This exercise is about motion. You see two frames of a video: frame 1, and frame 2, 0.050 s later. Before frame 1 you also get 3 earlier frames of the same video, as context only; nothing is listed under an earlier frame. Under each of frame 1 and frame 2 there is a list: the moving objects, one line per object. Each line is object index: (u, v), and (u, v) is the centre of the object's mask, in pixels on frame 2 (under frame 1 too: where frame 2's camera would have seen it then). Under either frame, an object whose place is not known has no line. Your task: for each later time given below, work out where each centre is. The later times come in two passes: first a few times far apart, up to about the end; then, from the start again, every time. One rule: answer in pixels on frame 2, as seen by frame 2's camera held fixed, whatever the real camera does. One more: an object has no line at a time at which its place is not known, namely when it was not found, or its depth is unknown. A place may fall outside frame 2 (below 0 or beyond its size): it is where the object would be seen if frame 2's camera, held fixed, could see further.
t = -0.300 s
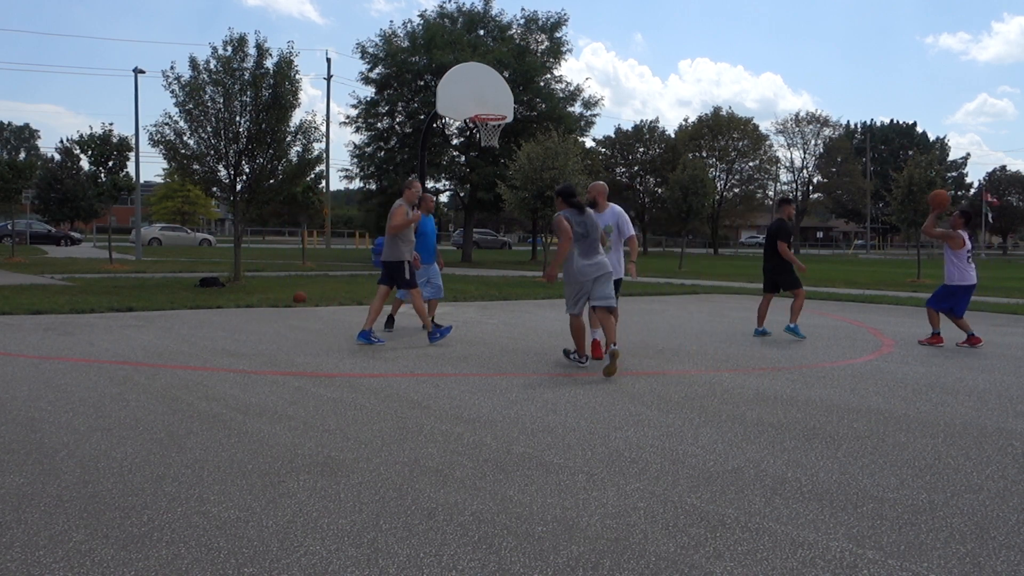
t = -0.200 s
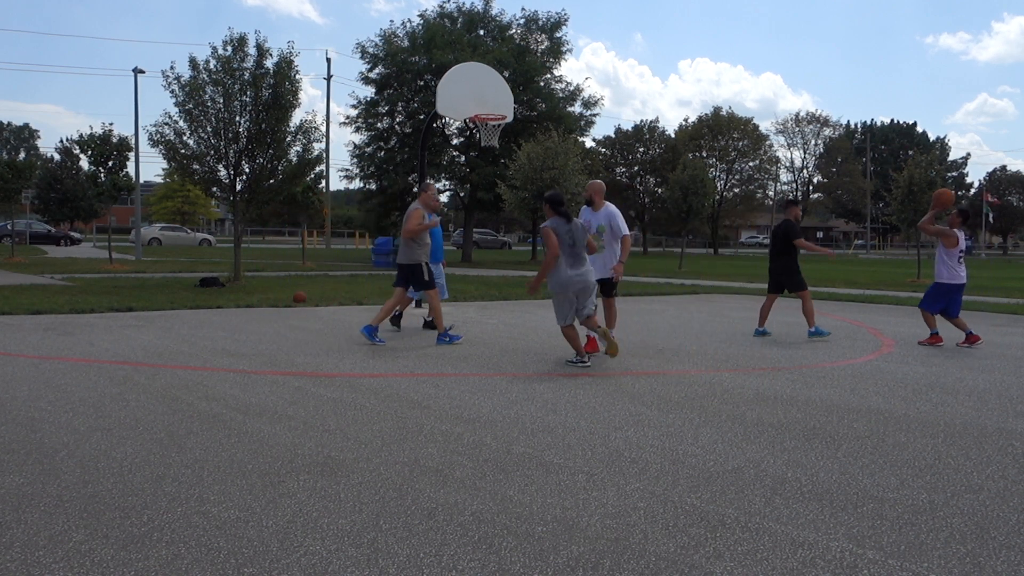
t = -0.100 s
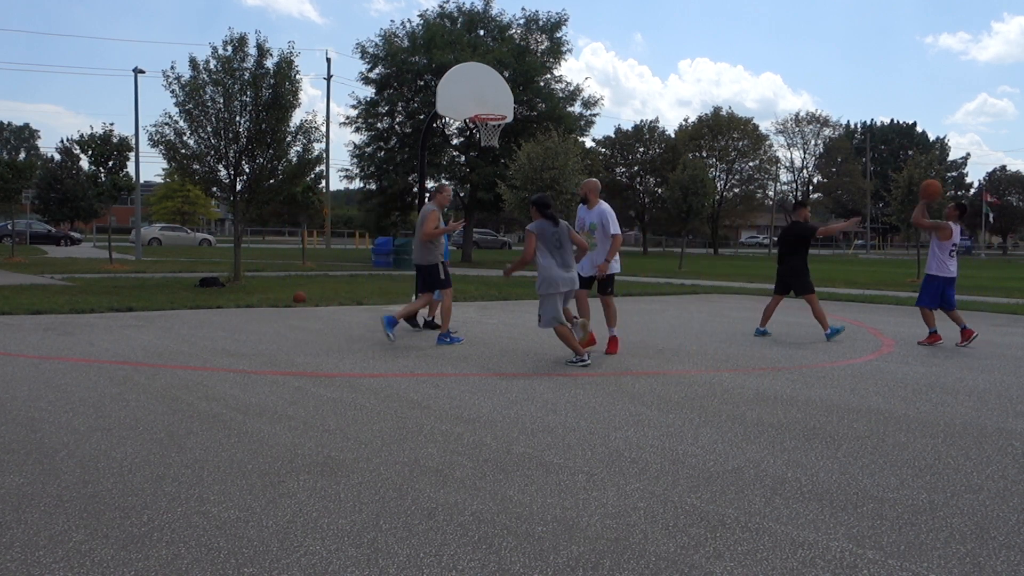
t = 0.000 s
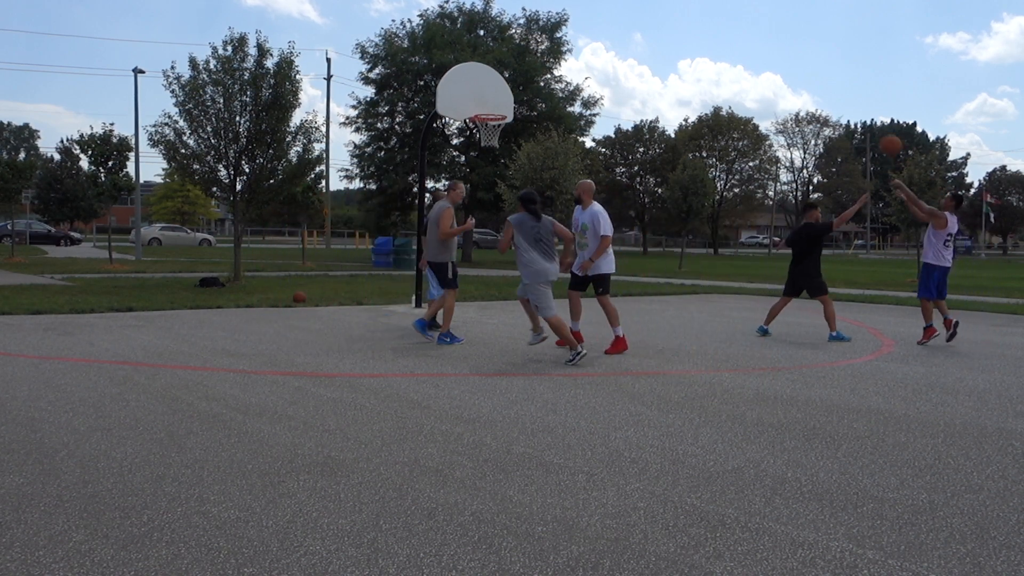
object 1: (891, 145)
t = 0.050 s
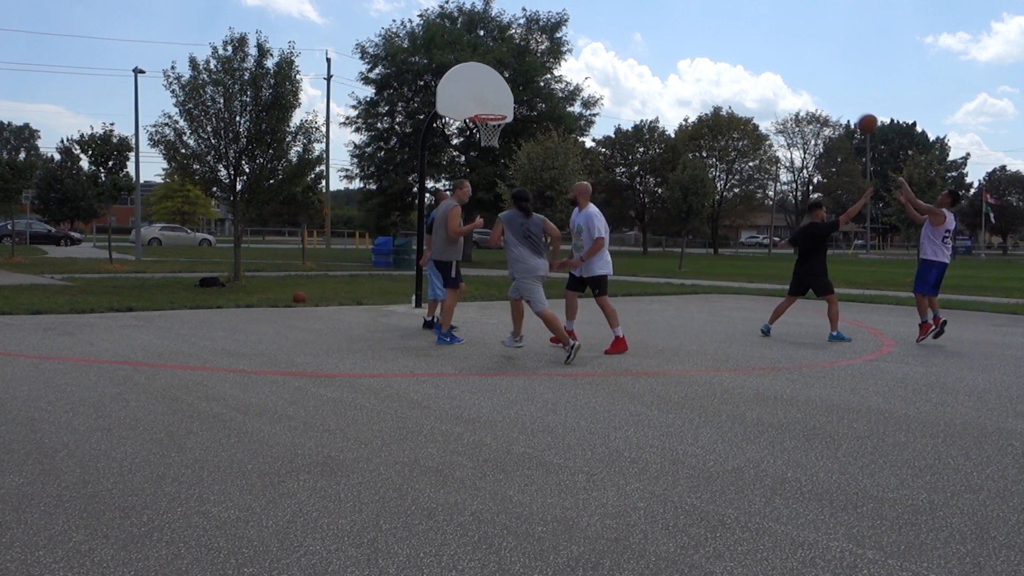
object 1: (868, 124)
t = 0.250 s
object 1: (780, 57)
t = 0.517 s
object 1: (673, 21)
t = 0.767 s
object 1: (584, 34)
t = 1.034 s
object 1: (496, 93)
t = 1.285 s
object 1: (521, 77)
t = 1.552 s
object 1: (581, 70)
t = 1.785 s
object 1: (632, 103)
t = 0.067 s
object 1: (860, 116)
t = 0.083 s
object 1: (852, 110)
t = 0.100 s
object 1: (845, 103)
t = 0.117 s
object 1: (837, 97)
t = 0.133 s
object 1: (830, 91)
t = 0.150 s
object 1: (823, 85)
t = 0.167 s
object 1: (815, 80)
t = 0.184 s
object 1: (808, 75)
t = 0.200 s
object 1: (801, 70)
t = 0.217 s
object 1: (794, 65)
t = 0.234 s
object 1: (787, 61)
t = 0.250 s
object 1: (780, 57)
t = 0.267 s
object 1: (773, 53)
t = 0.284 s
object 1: (766, 49)
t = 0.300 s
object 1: (759, 46)
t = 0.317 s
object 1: (752, 42)
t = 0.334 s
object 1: (746, 39)
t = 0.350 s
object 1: (739, 36)
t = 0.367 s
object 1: (732, 34)
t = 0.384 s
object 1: (725, 32)
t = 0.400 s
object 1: (719, 29)
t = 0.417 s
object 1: (712, 28)
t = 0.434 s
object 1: (706, 26)
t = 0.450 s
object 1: (699, 25)
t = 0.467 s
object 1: (693, 23)
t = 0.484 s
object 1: (686, 22)
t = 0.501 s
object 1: (680, 21)
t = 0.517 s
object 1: (673, 21)
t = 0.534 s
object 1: (667, 20)
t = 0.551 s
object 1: (661, 20)
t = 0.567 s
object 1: (655, 20)
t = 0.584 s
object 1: (649, 20)
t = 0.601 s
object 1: (643, 20)
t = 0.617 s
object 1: (636, 21)
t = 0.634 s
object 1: (630, 22)
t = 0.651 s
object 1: (624, 23)
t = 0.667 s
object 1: (619, 24)
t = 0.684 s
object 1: (613, 25)
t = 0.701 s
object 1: (607, 27)
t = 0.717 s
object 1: (601, 28)
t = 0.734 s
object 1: (595, 30)
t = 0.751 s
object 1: (590, 32)
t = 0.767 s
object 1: (584, 34)
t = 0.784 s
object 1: (578, 37)
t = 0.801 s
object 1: (572, 39)
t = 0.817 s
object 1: (567, 42)
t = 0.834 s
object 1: (561, 45)
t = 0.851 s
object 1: (555, 48)
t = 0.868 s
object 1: (551, 51)
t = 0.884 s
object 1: (545, 55)
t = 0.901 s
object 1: (539, 59)
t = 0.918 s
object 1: (534, 62)
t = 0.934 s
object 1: (529, 66)
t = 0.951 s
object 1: (523, 69)
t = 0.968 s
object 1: (518, 74)
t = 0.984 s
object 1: (513, 78)
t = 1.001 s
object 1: (507, 83)
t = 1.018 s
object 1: (502, 88)
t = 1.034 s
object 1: (496, 93)
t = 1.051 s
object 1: (491, 98)
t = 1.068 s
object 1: (486, 103)
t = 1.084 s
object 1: (481, 108)
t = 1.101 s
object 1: (480, 109)
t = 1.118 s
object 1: (484, 106)
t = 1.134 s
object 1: (488, 102)
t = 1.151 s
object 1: (491, 99)
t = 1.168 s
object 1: (495, 96)
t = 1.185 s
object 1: (499, 92)
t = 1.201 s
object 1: (503, 90)
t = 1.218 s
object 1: (507, 86)
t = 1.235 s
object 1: (511, 84)
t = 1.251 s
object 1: (514, 82)
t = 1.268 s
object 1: (518, 79)
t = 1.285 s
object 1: (521, 77)
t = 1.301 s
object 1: (525, 76)
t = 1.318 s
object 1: (529, 74)
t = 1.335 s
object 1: (532, 72)
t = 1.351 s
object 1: (536, 71)
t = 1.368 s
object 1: (539, 70)
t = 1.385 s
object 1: (543, 69)
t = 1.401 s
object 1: (547, 68)
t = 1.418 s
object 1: (550, 68)
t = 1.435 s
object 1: (554, 67)
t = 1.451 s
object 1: (558, 67)
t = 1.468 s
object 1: (562, 67)
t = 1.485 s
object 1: (566, 67)
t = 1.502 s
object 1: (570, 68)
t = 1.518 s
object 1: (573, 68)
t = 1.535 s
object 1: (577, 69)
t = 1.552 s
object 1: (581, 70)
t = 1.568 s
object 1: (584, 71)
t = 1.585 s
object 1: (588, 72)
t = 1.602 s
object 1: (592, 74)
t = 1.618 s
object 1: (596, 76)
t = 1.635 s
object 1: (599, 77)
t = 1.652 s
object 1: (603, 79)
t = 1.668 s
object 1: (606, 82)
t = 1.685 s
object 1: (610, 84)
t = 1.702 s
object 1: (614, 87)
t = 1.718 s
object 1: (617, 90)
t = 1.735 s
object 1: (621, 93)
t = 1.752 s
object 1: (624, 96)
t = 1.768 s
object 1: (628, 100)
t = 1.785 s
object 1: (632, 103)
